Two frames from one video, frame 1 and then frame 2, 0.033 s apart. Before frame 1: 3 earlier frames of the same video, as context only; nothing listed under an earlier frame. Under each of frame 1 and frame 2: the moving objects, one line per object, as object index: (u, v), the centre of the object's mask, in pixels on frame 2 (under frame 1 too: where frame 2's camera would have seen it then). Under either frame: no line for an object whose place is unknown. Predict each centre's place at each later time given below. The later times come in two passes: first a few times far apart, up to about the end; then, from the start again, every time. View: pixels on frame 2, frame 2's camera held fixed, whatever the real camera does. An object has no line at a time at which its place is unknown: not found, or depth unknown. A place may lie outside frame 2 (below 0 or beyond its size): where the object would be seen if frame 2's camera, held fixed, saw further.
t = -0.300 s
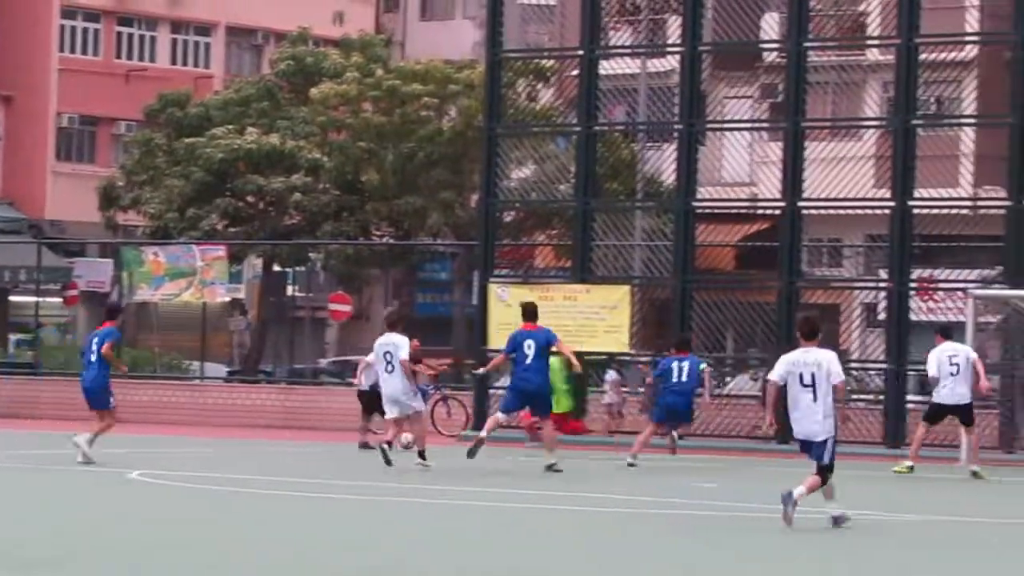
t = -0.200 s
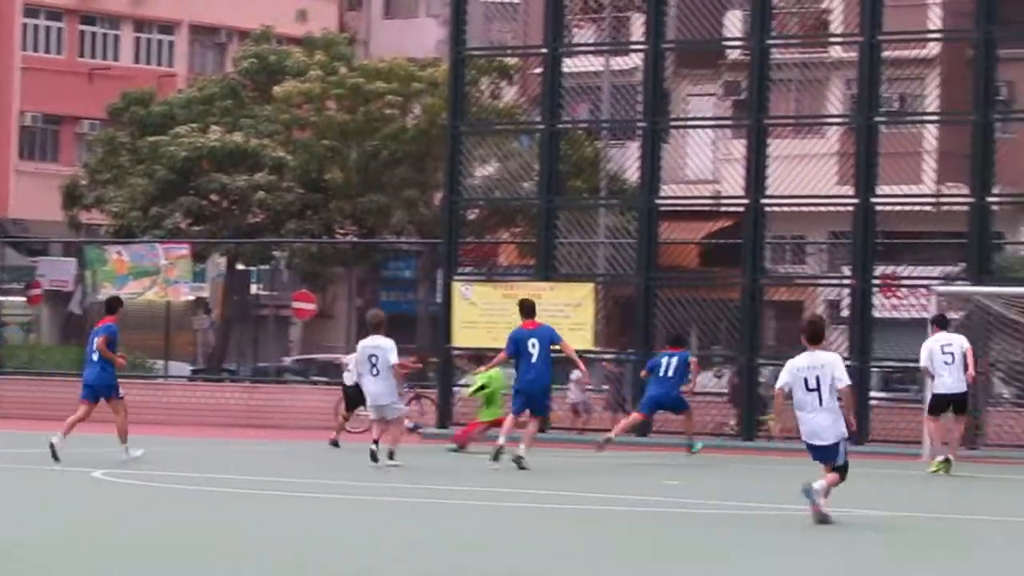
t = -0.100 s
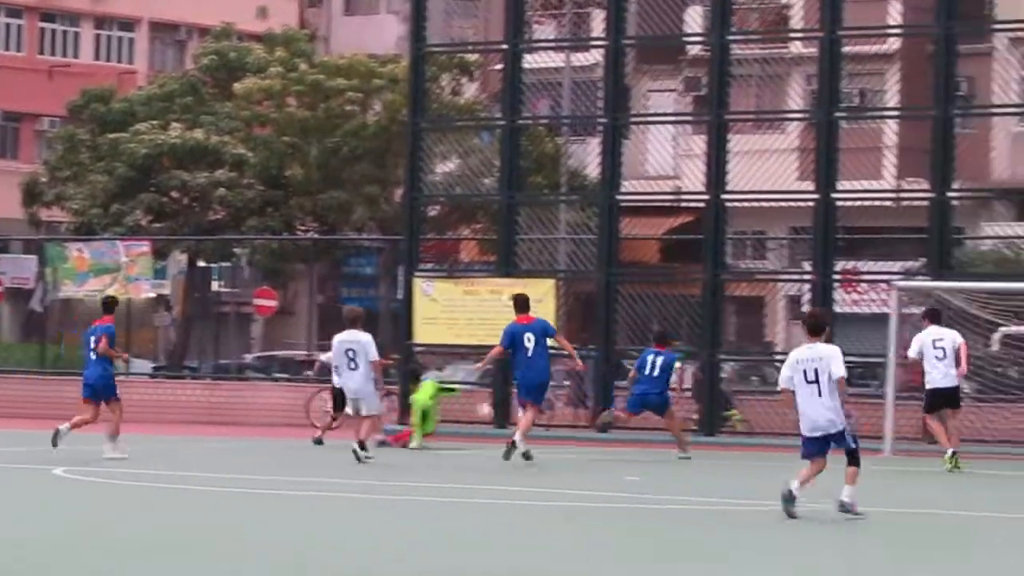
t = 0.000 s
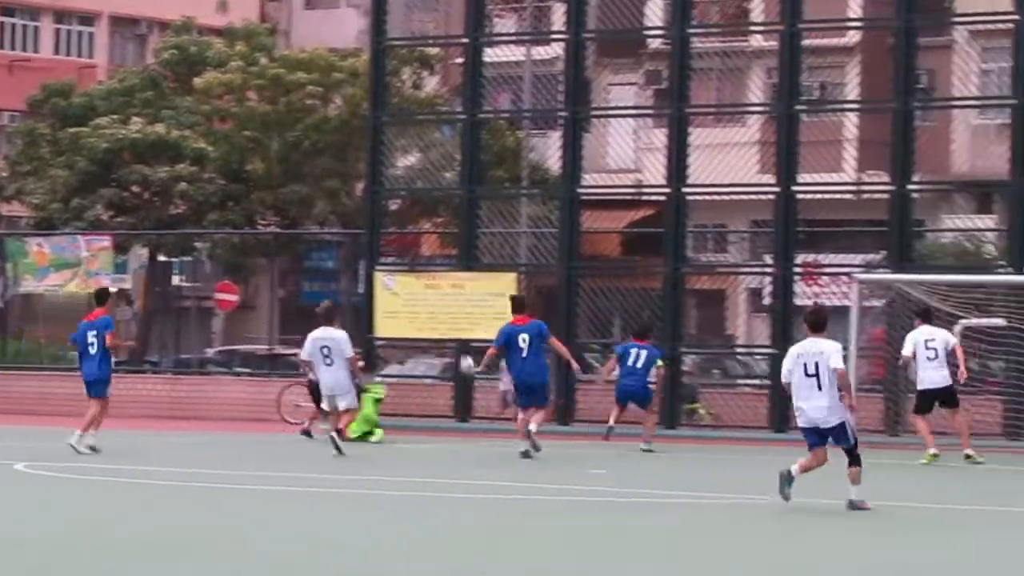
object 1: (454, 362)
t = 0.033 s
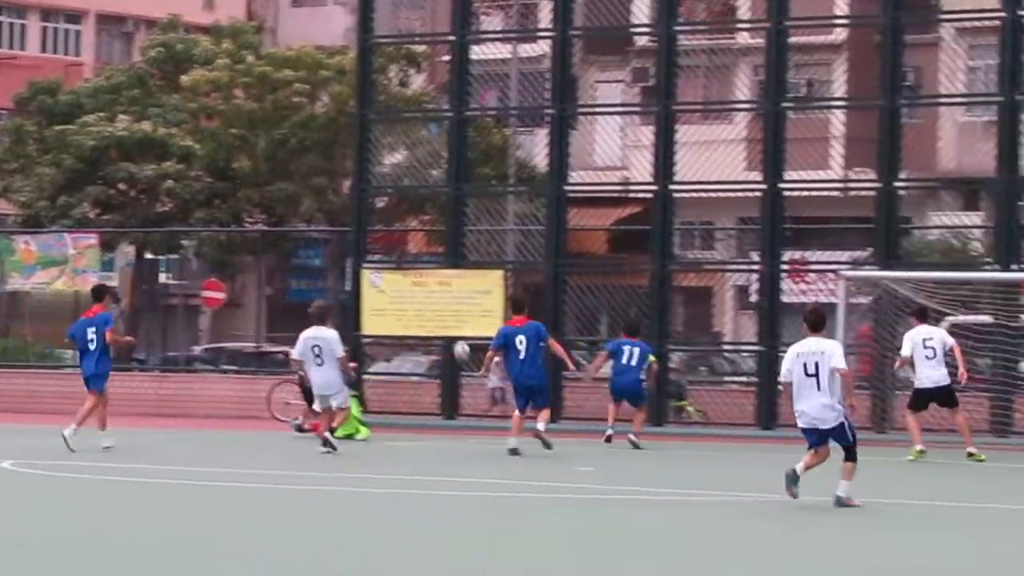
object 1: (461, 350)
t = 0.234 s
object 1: (499, 298)
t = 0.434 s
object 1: (537, 277)
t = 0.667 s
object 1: (582, 294)
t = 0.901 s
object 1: (625, 353)
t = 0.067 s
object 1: (467, 340)
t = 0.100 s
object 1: (474, 331)
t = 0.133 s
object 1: (481, 321)
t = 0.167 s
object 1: (486, 312)
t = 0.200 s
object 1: (493, 304)
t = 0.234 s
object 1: (499, 298)
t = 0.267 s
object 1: (506, 291)
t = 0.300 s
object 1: (511, 286)
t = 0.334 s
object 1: (517, 284)
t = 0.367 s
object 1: (524, 280)
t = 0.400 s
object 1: (531, 278)
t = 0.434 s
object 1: (537, 277)
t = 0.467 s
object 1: (543, 277)
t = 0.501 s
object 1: (550, 277)
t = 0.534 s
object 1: (556, 279)
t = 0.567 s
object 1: (562, 281)
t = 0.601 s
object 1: (569, 284)
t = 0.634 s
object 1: (575, 289)
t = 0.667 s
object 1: (582, 294)
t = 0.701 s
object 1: (588, 299)
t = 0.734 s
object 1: (595, 306)
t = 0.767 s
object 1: (601, 314)
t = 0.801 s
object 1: (608, 323)
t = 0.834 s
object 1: (613, 331)
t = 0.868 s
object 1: (621, 341)
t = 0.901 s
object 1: (625, 353)
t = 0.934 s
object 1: (632, 366)
